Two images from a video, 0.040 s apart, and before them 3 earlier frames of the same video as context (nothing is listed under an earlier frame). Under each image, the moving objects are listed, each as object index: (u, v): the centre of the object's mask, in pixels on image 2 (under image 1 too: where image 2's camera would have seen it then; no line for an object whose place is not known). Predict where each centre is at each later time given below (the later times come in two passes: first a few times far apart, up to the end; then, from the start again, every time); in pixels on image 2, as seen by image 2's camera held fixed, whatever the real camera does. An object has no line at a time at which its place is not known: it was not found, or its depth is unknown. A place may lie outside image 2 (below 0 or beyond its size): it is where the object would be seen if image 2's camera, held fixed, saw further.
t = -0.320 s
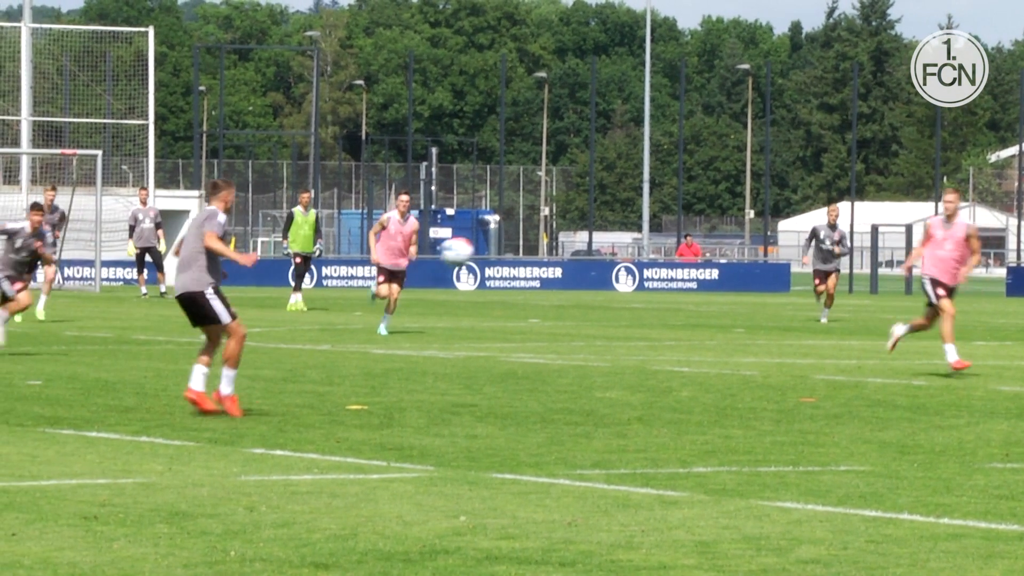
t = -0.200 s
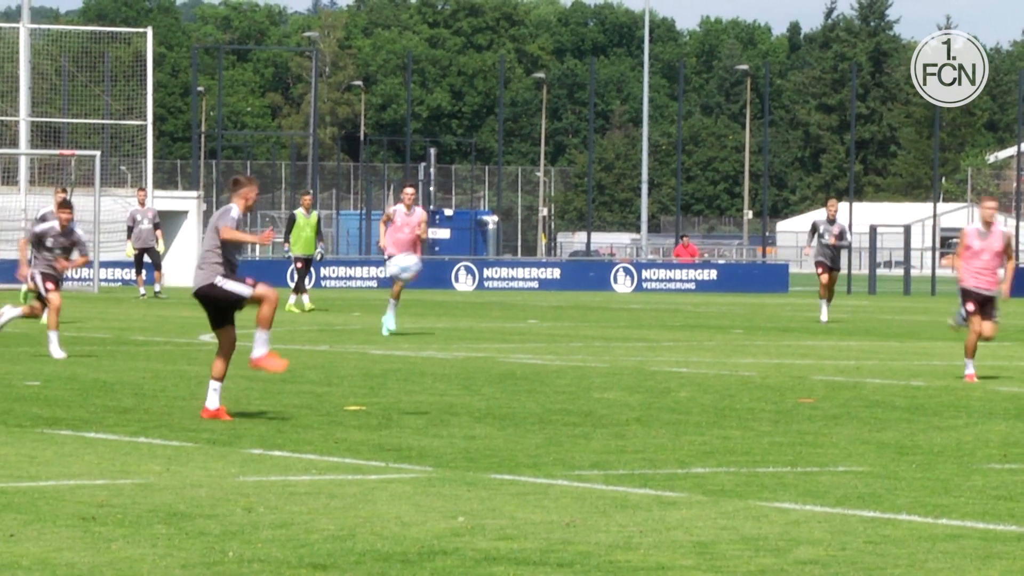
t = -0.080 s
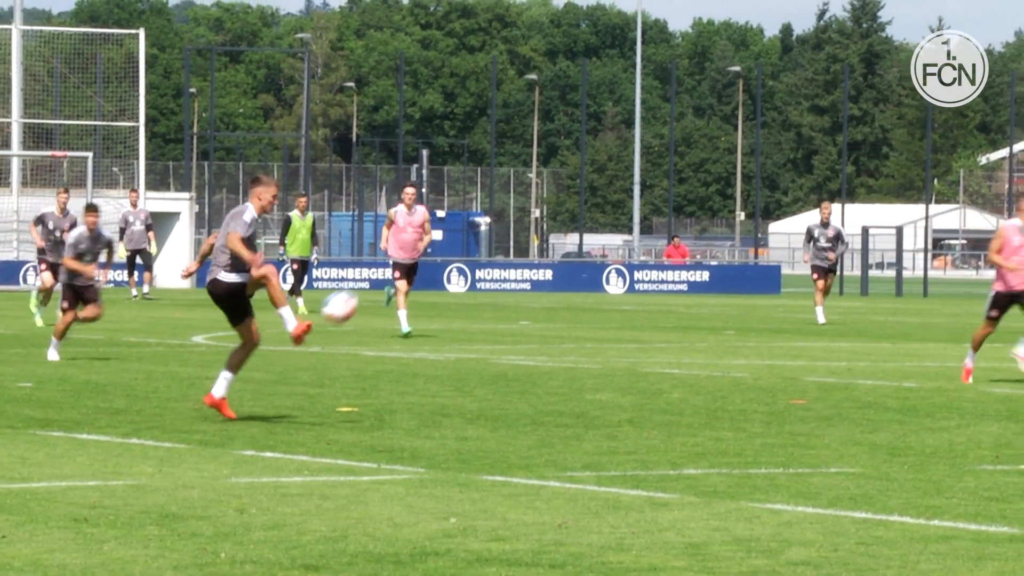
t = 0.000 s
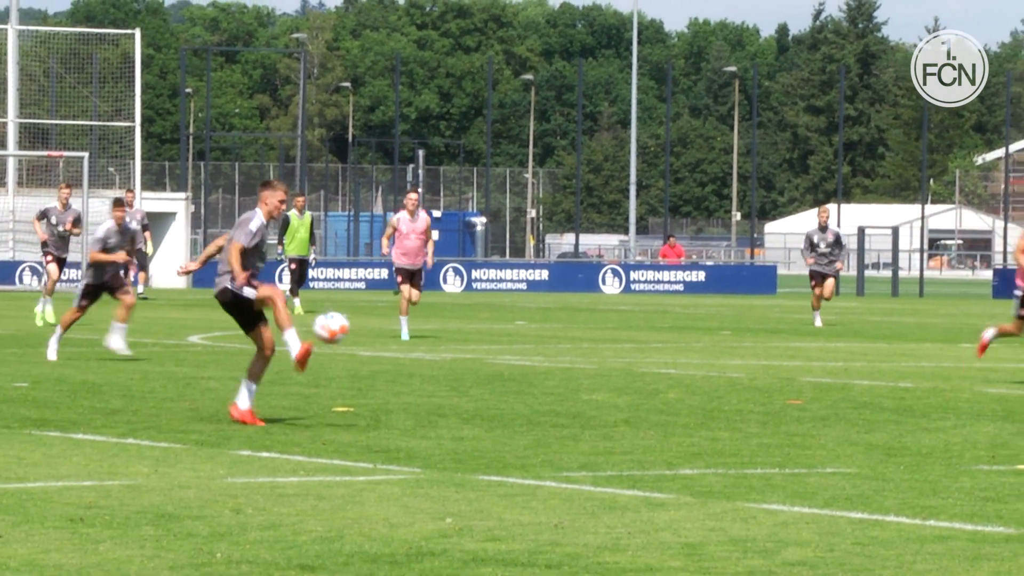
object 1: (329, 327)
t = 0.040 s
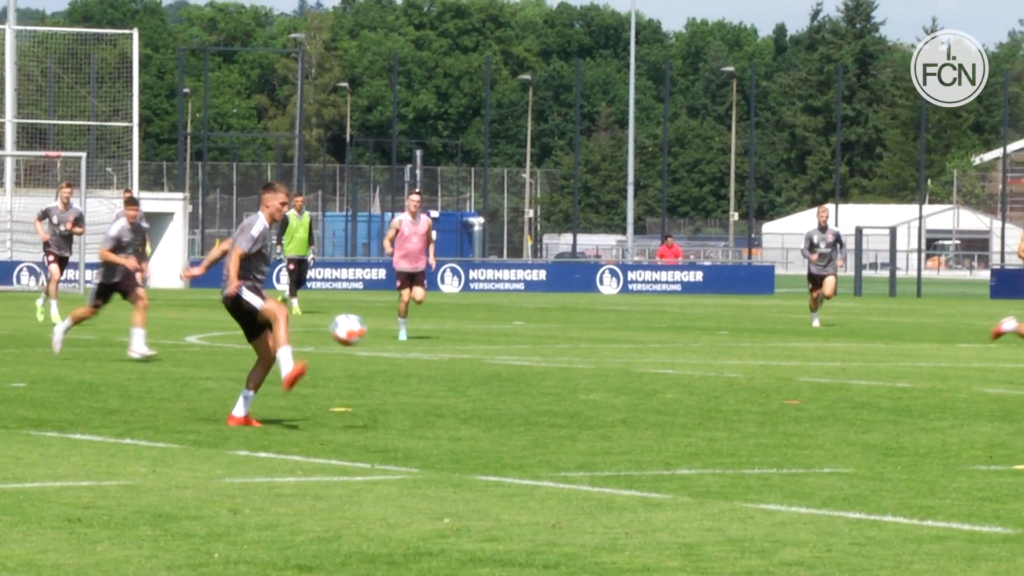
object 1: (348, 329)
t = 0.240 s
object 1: (444, 375)
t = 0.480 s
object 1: (536, 399)
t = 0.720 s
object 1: (607, 410)
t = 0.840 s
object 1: (641, 431)
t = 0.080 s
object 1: (367, 333)
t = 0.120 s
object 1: (385, 340)
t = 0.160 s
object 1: (405, 349)
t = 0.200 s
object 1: (424, 361)
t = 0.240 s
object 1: (444, 375)
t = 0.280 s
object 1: (464, 391)
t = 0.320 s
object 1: (484, 410)
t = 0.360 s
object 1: (502, 423)
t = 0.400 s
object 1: (514, 414)
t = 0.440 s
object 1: (525, 406)
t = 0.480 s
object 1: (536, 399)
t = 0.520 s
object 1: (549, 395)
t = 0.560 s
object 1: (560, 393)
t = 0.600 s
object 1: (572, 394)
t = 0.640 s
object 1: (584, 397)
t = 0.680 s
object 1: (596, 403)
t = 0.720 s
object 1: (607, 410)
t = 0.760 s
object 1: (620, 420)
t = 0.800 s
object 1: (632, 432)
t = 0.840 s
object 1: (641, 431)
